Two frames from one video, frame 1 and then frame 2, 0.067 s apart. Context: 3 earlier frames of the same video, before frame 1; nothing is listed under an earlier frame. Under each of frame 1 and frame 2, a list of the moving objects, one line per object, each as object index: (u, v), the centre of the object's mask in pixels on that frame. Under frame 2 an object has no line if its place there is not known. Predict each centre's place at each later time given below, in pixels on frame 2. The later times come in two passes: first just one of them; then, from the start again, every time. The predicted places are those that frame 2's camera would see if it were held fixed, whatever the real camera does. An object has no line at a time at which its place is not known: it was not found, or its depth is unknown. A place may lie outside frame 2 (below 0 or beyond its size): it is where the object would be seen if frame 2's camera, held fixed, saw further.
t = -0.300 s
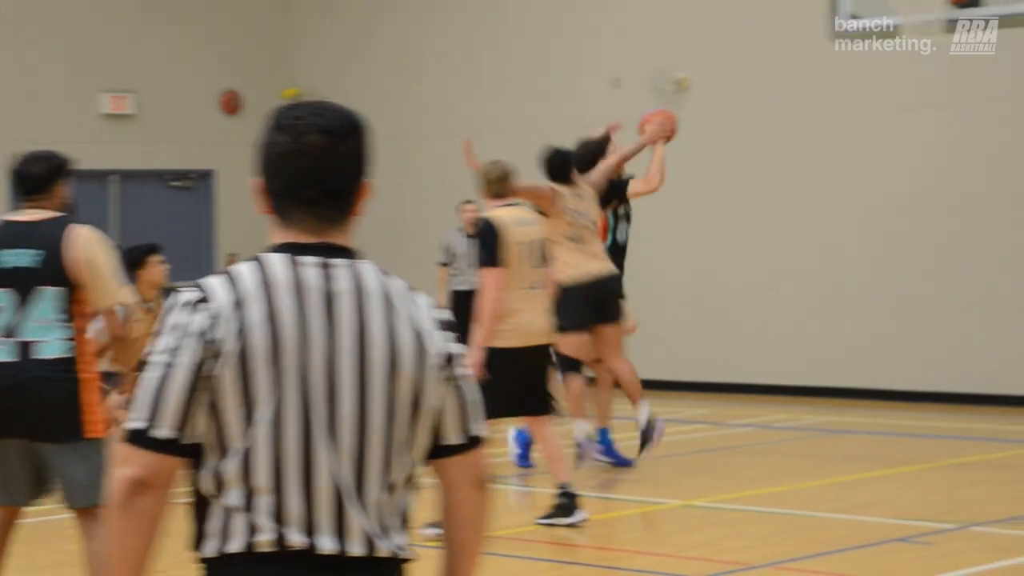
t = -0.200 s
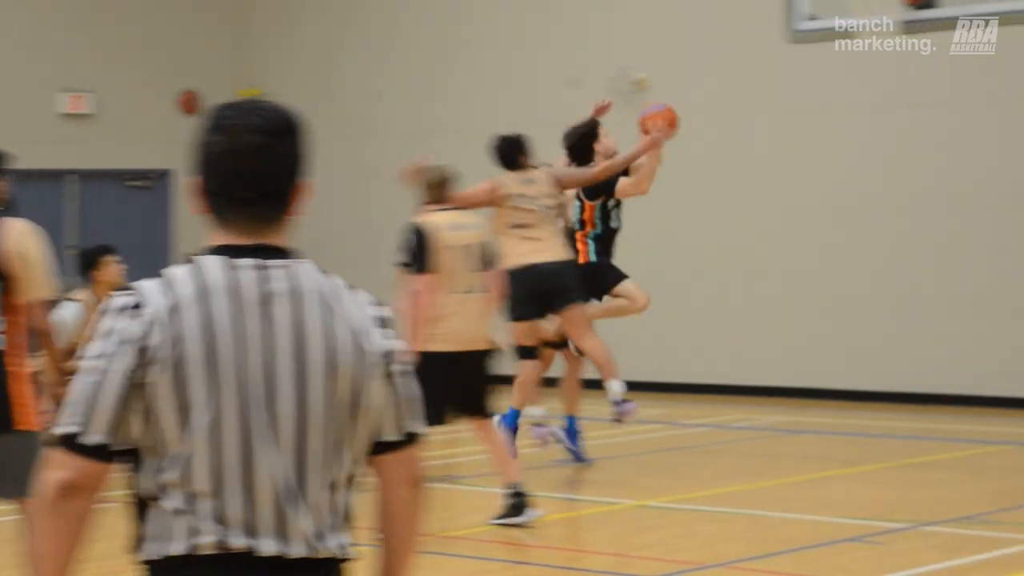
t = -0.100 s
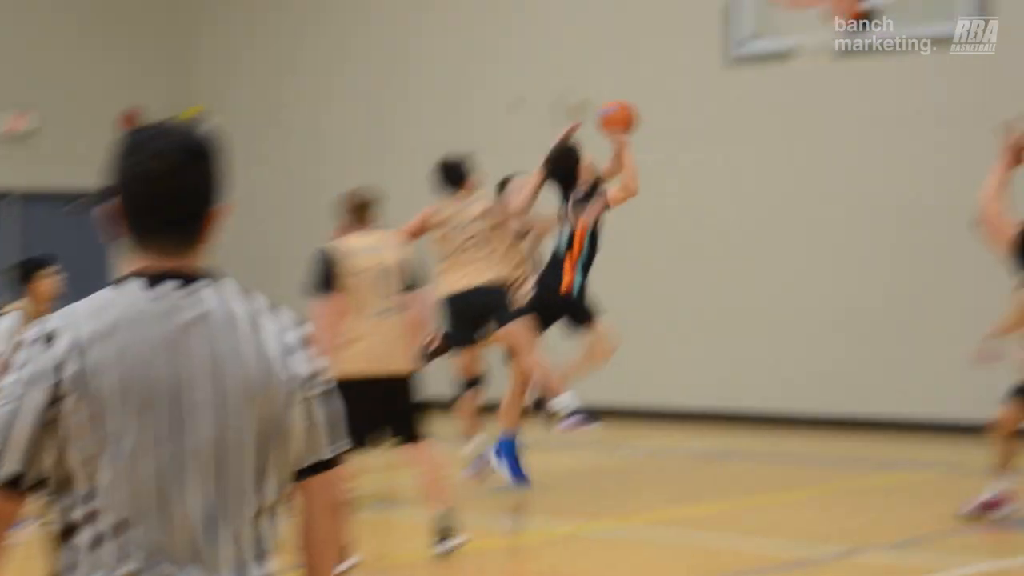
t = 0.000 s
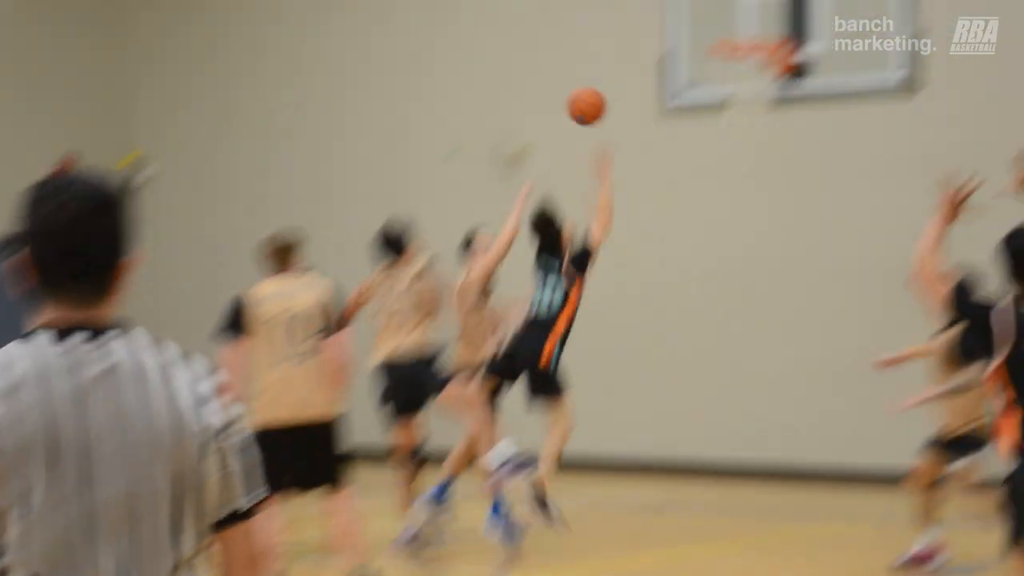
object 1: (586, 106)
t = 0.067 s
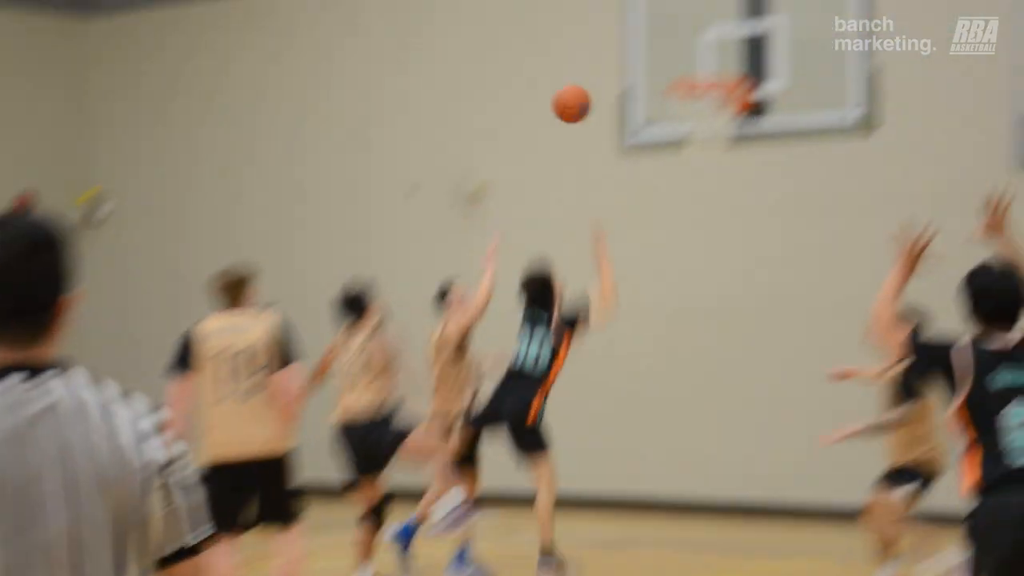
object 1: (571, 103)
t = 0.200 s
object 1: (615, 46)
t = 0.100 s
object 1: (581, 86)
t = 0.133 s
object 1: (592, 71)
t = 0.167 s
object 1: (603, 58)
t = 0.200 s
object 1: (615, 46)
